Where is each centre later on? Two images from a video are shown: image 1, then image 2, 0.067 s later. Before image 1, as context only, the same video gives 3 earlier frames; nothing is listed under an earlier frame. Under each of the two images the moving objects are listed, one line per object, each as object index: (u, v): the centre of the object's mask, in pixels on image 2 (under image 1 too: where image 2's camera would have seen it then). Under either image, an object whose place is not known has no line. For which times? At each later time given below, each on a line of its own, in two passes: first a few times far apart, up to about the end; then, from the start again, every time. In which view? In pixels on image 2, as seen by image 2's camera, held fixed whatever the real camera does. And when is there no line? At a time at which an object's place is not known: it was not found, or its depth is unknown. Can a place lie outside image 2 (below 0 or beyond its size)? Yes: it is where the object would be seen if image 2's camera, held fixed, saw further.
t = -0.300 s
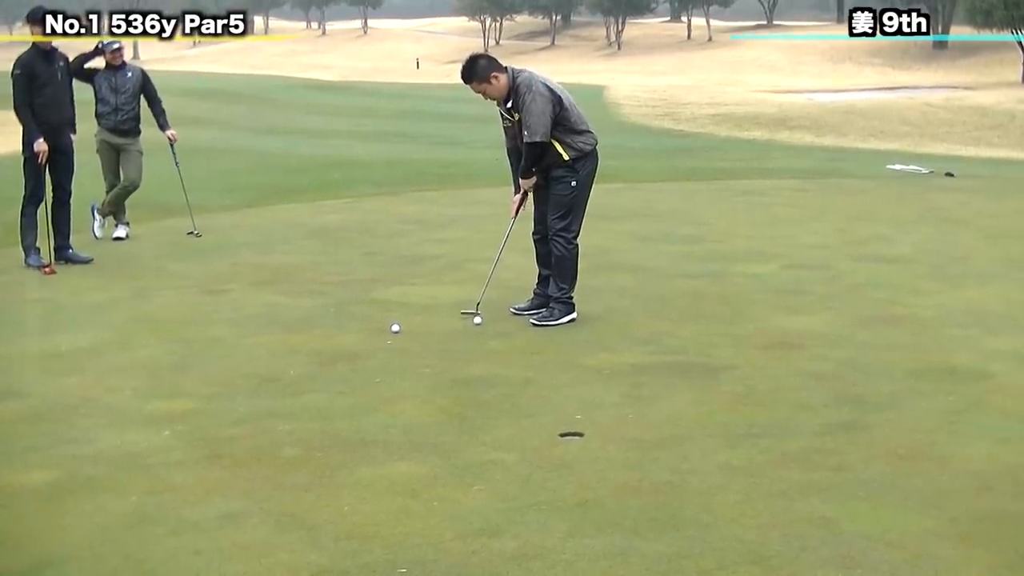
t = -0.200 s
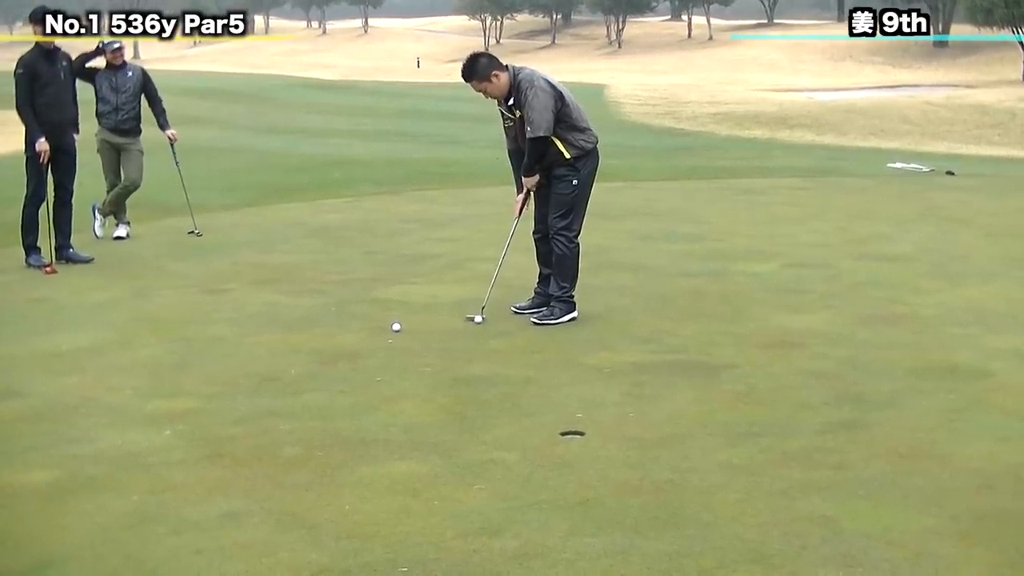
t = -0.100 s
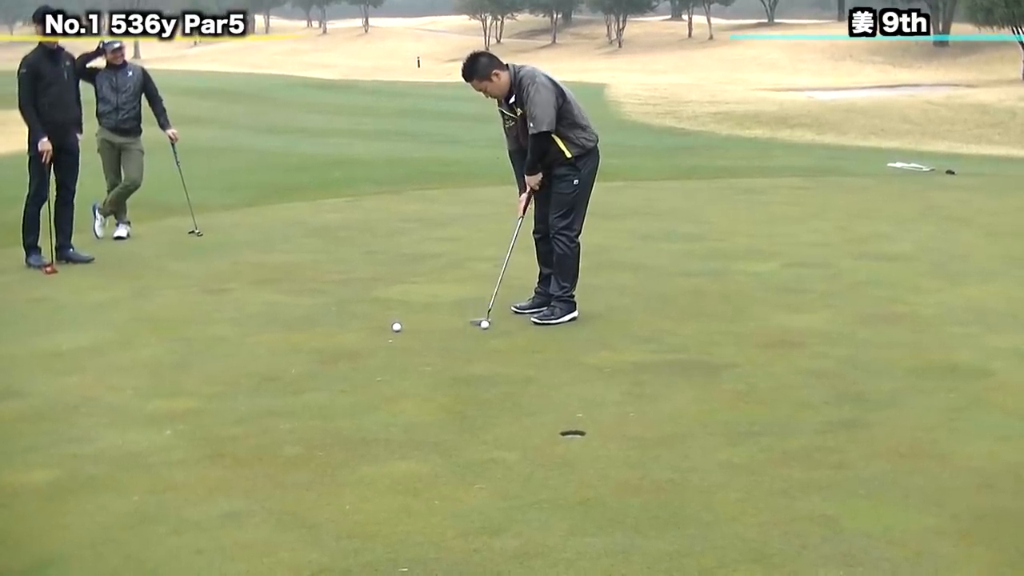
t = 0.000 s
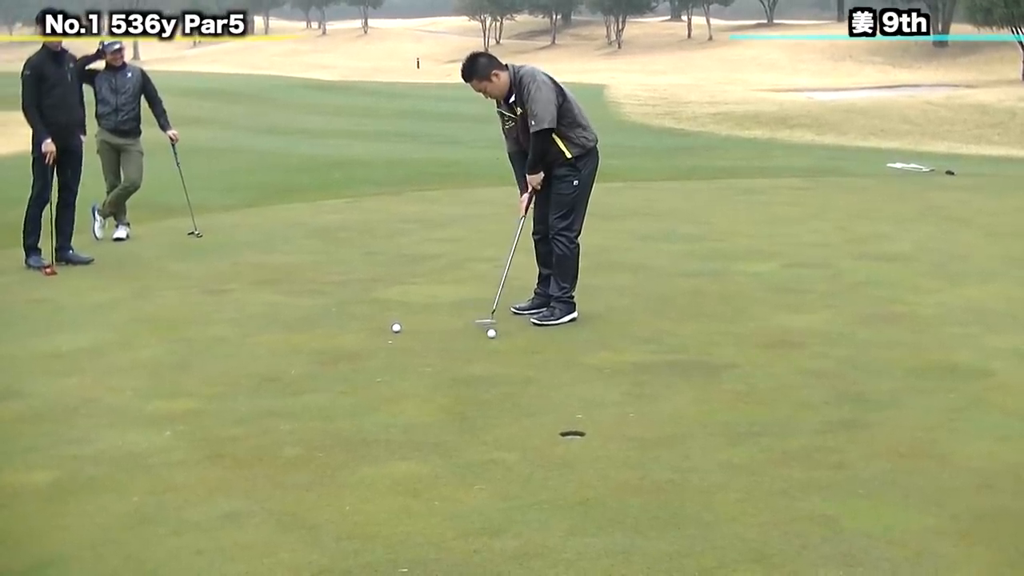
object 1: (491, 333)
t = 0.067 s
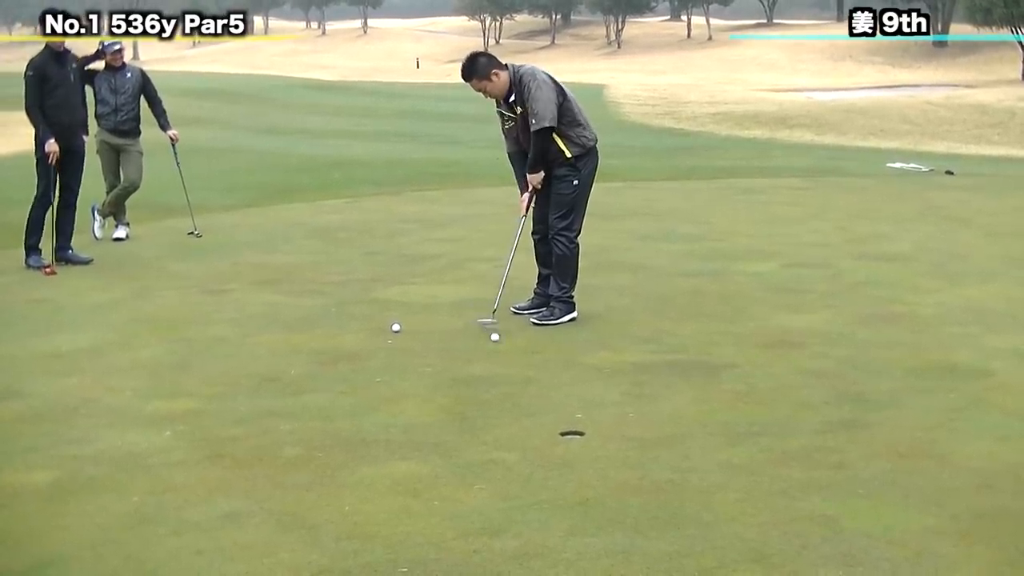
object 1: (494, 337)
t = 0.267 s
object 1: (506, 350)
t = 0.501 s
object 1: (519, 365)
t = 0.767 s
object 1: (534, 383)
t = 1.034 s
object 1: (549, 401)
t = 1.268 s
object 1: (561, 416)
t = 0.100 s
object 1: (496, 339)
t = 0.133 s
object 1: (498, 341)
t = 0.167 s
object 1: (500, 343)
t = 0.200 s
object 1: (502, 345)
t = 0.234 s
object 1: (504, 348)
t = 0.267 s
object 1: (506, 350)
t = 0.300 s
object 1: (508, 352)
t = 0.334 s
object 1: (509, 354)
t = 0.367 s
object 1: (511, 357)
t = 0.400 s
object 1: (513, 358)
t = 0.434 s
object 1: (515, 361)
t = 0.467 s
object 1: (517, 363)
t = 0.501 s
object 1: (519, 365)
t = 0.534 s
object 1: (521, 367)
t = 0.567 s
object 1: (522, 370)
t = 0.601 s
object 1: (525, 372)
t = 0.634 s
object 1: (527, 373)
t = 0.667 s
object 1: (528, 376)
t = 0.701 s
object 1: (530, 378)
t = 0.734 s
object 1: (532, 381)
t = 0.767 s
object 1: (534, 383)
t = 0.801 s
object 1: (536, 385)
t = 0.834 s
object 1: (538, 388)
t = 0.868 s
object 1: (540, 390)
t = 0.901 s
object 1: (542, 392)
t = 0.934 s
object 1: (543, 394)
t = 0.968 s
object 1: (545, 396)
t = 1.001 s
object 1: (547, 398)
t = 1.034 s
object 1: (549, 401)
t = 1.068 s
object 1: (550, 403)
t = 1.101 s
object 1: (552, 405)
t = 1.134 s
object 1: (554, 408)
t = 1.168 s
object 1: (556, 410)
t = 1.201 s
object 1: (557, 412)
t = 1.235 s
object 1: (559, 414)
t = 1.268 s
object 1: (561, 416)
